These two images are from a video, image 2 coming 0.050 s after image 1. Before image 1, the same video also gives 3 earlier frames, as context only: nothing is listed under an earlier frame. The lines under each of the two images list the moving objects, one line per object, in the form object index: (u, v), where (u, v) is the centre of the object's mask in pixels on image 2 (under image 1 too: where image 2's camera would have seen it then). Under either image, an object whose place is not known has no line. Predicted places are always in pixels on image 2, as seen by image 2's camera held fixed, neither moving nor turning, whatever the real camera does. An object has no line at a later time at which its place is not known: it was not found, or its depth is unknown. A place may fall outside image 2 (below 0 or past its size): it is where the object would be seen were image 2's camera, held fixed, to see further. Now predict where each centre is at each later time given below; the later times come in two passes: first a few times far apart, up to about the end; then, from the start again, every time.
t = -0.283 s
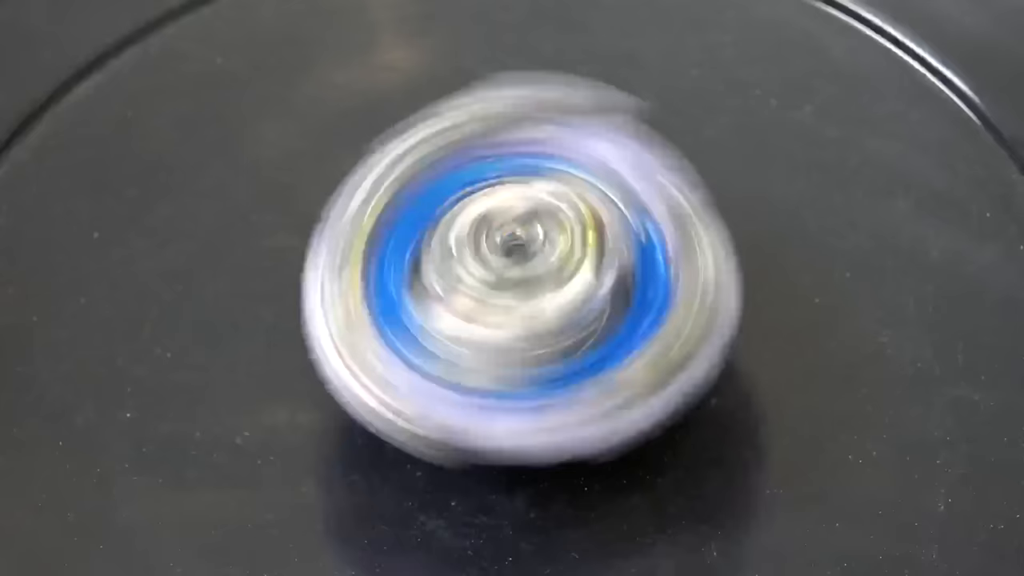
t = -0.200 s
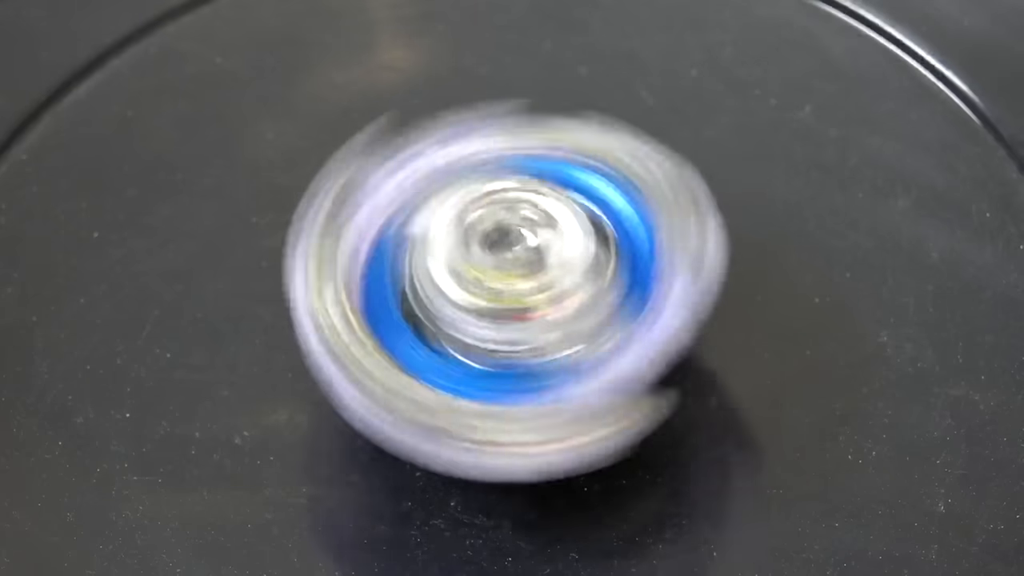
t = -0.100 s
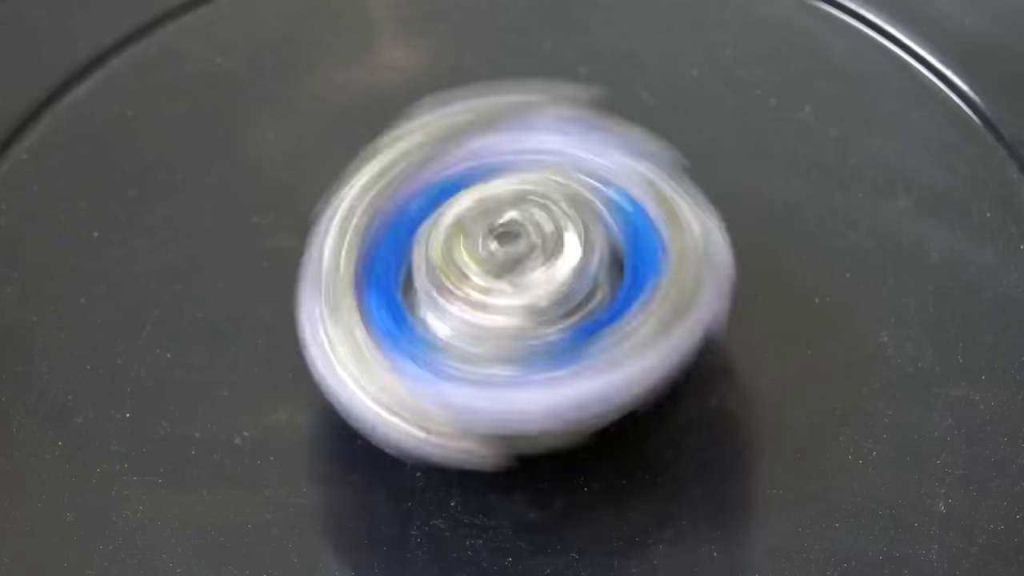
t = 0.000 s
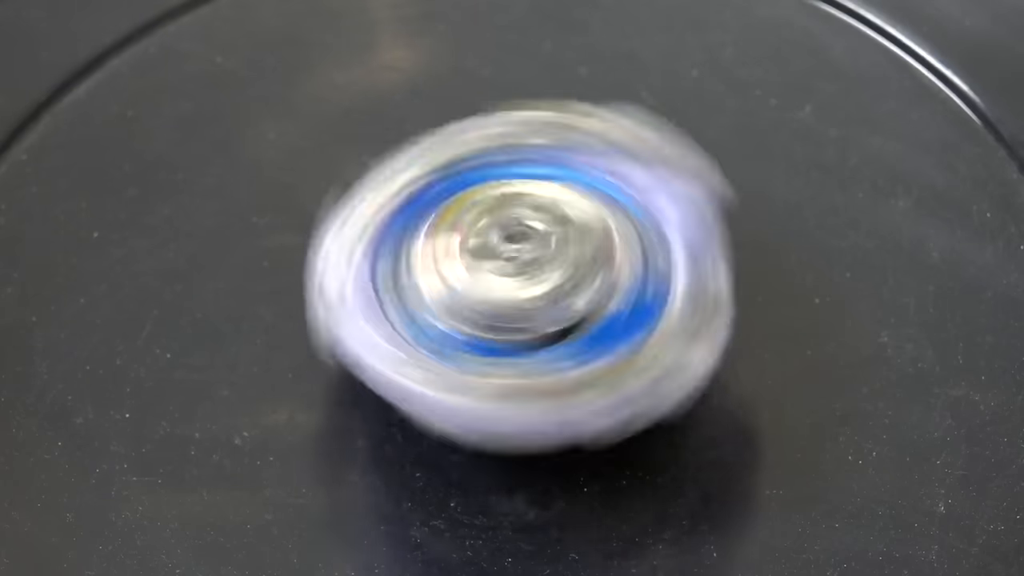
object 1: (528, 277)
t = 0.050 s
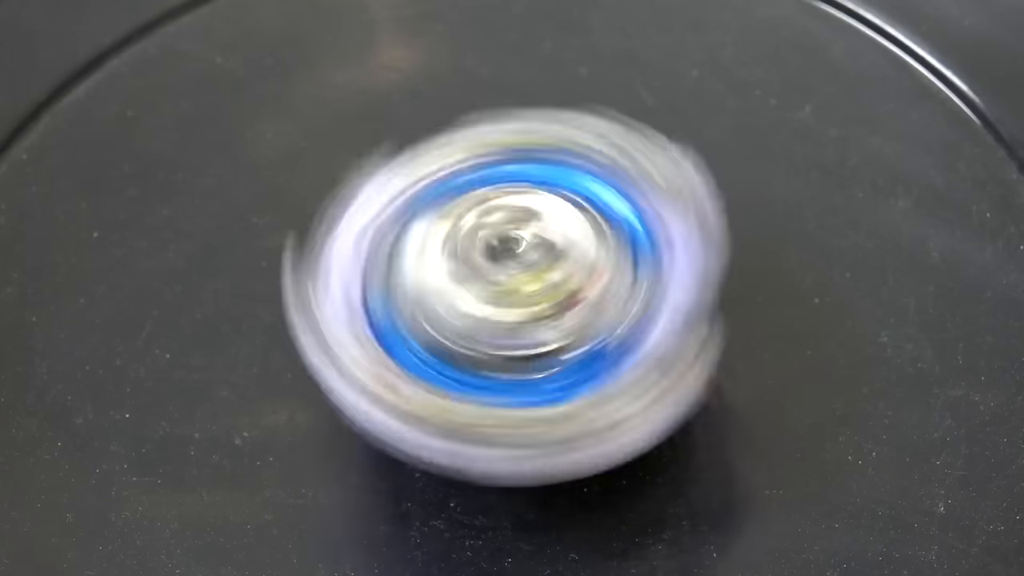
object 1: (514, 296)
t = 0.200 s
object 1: (516, 286)
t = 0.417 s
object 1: (525, 296)
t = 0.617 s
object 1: (512, 283)
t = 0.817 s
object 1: (516, 292)
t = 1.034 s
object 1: (517, 291)
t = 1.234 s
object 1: (496, 290)
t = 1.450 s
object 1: (523, 288)
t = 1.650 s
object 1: (514, 290)
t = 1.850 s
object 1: (495, 284)
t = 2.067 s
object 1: (517, 286)
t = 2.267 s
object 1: (511, 289)
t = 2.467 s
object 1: (502, 277)
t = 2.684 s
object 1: (509, 287)
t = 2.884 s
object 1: (505, 292)
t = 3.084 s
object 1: (526, 279)
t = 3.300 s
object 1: (515, 282)
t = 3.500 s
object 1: (503, 282)
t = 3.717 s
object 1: (523, 290)
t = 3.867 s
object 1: (527, 279)
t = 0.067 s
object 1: (522, 285)
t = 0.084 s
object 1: (514, 284)
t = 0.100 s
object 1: (520, 289)
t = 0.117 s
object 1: (531, 280)
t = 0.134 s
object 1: (512, 279)
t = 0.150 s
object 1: (500, 289)
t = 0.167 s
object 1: (512, 298)
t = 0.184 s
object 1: (523, 289)
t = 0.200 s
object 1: (516, 286)
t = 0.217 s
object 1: (518, 290)
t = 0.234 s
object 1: (531, 285)
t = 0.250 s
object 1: (517, 280)
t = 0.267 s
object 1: (501, 288)
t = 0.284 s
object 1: (510, 299)
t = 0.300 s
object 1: (525, 292)
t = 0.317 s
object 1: (518, 286)
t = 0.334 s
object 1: (517, 291)
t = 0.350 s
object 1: (530, 289)
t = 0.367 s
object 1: (522, 280)
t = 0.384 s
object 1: (504, 287)
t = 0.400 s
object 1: (507, 299)
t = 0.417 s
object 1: (525, 296)
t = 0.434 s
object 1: (522, 287)
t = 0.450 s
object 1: (517, 290)
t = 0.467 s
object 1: (528, 291)
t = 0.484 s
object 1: (527, 280)
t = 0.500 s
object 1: (508, 285)
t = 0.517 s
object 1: (504, 297)
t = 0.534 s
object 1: (521, 299)
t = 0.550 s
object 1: (523, 289)
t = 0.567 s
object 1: (516, 290)
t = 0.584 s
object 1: (524, 292)
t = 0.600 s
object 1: (532, 282)
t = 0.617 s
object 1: (512, 283)
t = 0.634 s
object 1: (502, 294)
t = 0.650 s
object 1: (516, 300)
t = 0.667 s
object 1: (524, 291)
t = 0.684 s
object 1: (517, 289)
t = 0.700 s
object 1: (520, 293)
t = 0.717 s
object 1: (532, 286)
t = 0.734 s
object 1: (515, 282)
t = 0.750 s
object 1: (501, 291)
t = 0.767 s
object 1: (510, 301)
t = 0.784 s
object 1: (524, 294)
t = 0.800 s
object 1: (517, 288)
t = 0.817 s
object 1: (516, 292)
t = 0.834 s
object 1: (528, 290)
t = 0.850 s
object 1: (520, 281)
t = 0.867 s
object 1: (501, 287)
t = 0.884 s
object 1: (503, 300)
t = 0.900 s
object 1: (519, 298)
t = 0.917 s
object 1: (517, 289)
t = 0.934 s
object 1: (511, 292)
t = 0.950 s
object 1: (521, 293)
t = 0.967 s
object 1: (524, 282)
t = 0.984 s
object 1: (504, 285)
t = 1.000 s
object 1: (497, 297)
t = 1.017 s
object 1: (512, 301)
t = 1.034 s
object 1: (517, 291)
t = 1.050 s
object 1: (509, 291)
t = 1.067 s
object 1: (515, 295)
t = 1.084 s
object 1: (525, 287)
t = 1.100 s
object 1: (507, 284)
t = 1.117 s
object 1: (494, 293)
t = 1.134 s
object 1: (505, 303)
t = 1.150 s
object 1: (517, 295)
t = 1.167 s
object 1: (510, 290)
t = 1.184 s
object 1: (510, 295)
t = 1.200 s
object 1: (522, 292)
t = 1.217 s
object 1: (514, 283)
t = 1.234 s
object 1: (496, 290)
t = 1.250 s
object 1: (498, 302)
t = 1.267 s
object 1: (515, 300)
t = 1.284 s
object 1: (513, 291)
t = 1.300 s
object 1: (507, 293)
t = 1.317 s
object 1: (517, 295)
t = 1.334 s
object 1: (521, 284)
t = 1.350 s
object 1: (501, 287)
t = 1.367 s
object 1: (493, 298)
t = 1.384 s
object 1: (509, 303)
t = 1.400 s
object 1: (516, 293)
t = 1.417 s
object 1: (508, 291)
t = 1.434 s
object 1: (512, 295)
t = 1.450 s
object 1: (523, 288)
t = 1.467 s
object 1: (508, 284)
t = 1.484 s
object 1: (493, 292)
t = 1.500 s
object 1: (501, 302)
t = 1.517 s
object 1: (516, 296)
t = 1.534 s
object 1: (511, 289)
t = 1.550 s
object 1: (508, 294)
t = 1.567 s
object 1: (519, 292)
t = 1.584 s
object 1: (517, 282)
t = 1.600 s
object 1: (498, 286)
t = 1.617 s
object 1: (495, 299)
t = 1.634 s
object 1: (511, 300)
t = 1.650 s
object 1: (514, 290)
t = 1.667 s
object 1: (507, 290)
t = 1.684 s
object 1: (513, 293)
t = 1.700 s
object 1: (523, 284)
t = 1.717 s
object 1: (505, 282)
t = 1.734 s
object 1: (492, 291)
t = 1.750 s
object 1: (503, 300)
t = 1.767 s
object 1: (516, 292)
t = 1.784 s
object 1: (508, 287)
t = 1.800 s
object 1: (507, 291)
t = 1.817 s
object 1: (519, 288)
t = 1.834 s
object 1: (513, 278)
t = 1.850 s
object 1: (495, 284)
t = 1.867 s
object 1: (494, 296)
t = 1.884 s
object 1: (511, 296)
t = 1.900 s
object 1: (511, 286)
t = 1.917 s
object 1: (504, 287)
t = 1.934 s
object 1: (512, 290)
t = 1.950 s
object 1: (520, 280)
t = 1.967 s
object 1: (501, 279)
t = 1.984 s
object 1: (490, 289)
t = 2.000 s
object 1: (501, 297)
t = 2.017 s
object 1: (513, 289)
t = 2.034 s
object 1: (505, 284)
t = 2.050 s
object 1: (505, 289)
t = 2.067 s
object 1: (517, 286)
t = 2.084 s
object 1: (510, 277)
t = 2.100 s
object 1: (491, 282)
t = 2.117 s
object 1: (492, 295)
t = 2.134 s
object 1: (508, 294)
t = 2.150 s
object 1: (509, 284)
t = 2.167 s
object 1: (502, 286)
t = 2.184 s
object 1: (509, 289)
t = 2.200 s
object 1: (518, 279)
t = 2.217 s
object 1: (499, 278)
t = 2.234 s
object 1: (488, 288)
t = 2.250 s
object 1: (499, 297)
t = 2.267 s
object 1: (511, 289)
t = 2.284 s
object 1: (505, 283)
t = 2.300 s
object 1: (504, 288)
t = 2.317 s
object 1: (516, 286)
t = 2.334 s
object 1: (511, 276)
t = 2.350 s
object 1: (492, 281)
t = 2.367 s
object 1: (490, 293)
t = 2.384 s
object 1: (507, 294)
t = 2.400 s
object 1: (510, 284)
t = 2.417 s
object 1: (502, 284)
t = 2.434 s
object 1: (509, 288)
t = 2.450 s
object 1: (519, 280)
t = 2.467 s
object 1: (502, 277)
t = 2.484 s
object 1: (489, 285)
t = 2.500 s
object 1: (498, 296)
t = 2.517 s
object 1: (513, 289)
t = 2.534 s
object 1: (507, 282)
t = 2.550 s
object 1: (504, 286)
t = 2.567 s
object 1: (516, 286)
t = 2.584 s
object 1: (516, 275)
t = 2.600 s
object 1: (497, 278)
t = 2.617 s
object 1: (491, 290)
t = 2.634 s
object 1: (506, 294)
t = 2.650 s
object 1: (513, 284)
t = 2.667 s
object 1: (506, 282)
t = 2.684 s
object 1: (509, 287)
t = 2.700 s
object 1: (522, 281)
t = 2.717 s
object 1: (510, 274)
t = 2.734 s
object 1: (494, 281)
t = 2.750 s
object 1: (497, 292)
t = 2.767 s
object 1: (514, 289)
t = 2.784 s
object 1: (512, 281)
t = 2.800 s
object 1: (506, 283)
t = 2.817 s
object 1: (516, 286)
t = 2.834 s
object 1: (523, 275)
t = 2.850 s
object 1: (504, 275)
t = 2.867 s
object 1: (493, 284)
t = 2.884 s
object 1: (505, 292)
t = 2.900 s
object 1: (517, 284)
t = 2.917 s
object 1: (510, 280)
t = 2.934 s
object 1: (510, 284)
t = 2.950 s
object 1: (522, 283)
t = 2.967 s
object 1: (518, 273)
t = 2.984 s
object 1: (500, 277)
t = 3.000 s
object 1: (498, 289)
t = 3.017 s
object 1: (514, 292)
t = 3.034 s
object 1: (518, 282)
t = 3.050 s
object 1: (510, 281)
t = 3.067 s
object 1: (514, 285)
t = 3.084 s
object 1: (526, 279)
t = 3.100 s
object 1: (512, 274)
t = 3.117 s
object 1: (497, 282)
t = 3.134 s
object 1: (502, 293)
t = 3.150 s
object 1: (519, 290)
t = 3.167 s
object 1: (517, 281)
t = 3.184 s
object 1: (511, 283)
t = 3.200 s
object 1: (520, 286)
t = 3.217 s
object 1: (527, 275)
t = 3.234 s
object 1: (508, 276)
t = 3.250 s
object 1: (497, 285)
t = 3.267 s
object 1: (508, 295)
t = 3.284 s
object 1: (521, 287)
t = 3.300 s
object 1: (515, 282)
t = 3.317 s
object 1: (513, 287)
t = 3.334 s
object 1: (525, 286)
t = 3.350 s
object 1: (524, 275)
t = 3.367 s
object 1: (506, 278)
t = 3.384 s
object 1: (500, 290)
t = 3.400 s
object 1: (515, 295)
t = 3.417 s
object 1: (522, 286)
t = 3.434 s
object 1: (514, 284)
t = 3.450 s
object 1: (517, 289)
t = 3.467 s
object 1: (529, 285)
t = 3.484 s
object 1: (520, 276)
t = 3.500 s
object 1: (503, 282)
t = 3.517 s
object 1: (504, 294)
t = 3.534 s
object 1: (520, 294)
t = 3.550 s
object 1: (521, 285)
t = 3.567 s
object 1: (514, 286)
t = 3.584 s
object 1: (520, 290)
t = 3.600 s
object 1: (531, 282)
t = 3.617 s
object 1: (515, 278)
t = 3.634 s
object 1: (501, 286)
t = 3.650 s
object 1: (507, 297)
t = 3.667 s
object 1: (523, 293)
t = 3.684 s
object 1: (520, 285)
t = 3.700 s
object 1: (514, 287)
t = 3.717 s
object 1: (523, 290)
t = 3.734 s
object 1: (530, 280)
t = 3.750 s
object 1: (511, 280)
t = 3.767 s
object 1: (500, 290)
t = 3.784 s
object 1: (510, 299)
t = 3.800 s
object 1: (523, 292)
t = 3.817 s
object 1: (518, 286)
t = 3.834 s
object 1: (515, 290)
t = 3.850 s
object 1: (526, 290)
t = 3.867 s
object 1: (527, 279)
